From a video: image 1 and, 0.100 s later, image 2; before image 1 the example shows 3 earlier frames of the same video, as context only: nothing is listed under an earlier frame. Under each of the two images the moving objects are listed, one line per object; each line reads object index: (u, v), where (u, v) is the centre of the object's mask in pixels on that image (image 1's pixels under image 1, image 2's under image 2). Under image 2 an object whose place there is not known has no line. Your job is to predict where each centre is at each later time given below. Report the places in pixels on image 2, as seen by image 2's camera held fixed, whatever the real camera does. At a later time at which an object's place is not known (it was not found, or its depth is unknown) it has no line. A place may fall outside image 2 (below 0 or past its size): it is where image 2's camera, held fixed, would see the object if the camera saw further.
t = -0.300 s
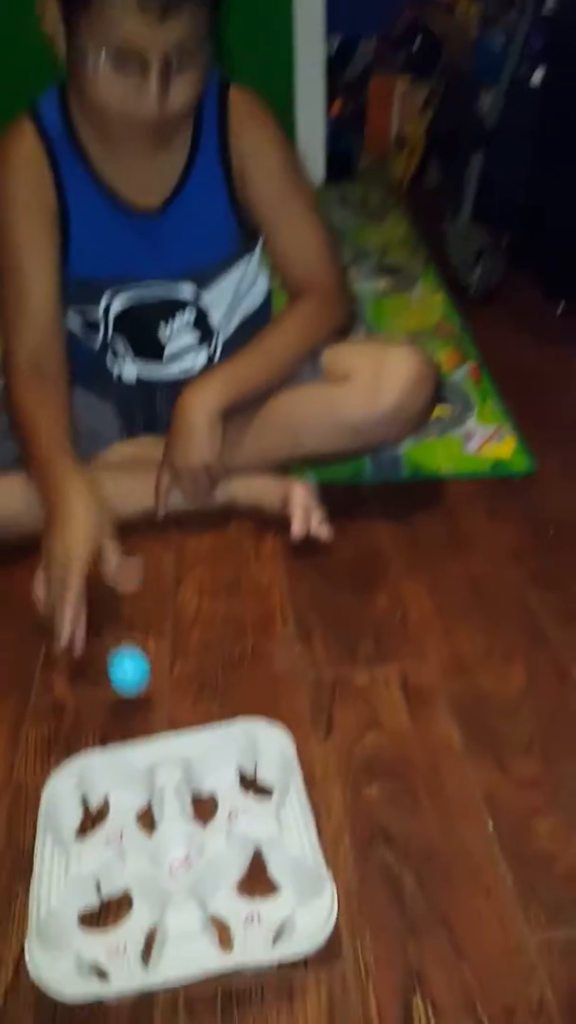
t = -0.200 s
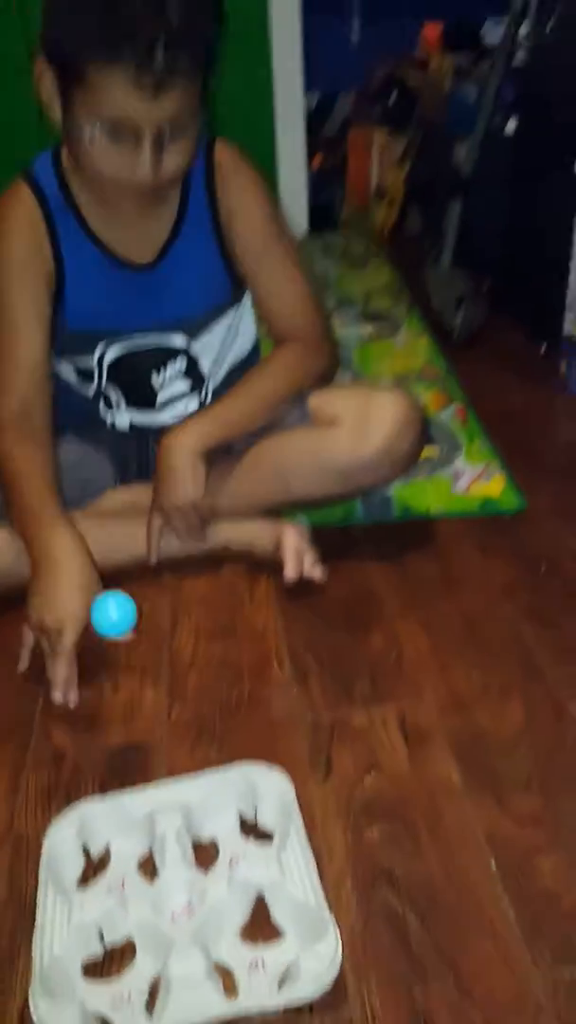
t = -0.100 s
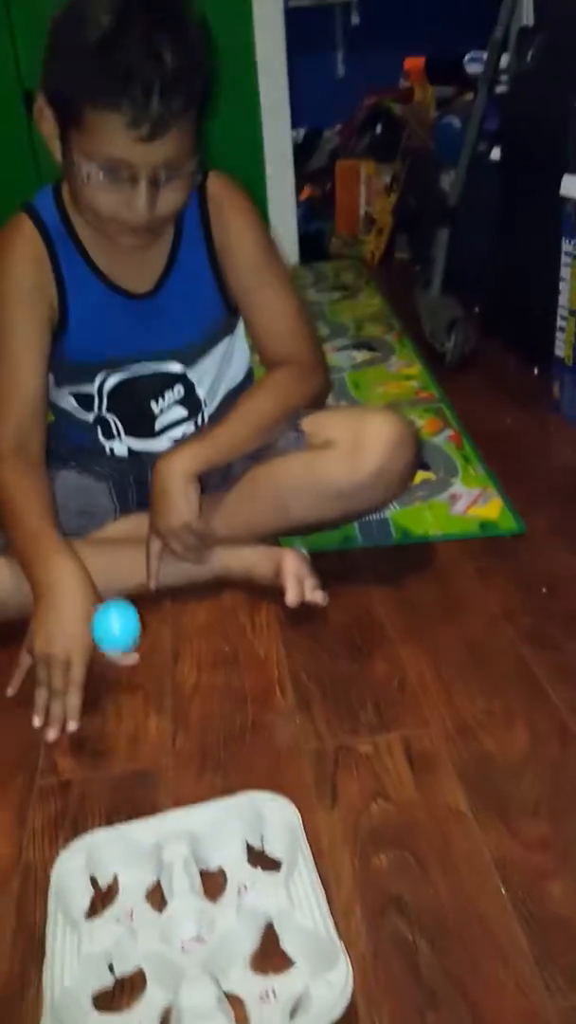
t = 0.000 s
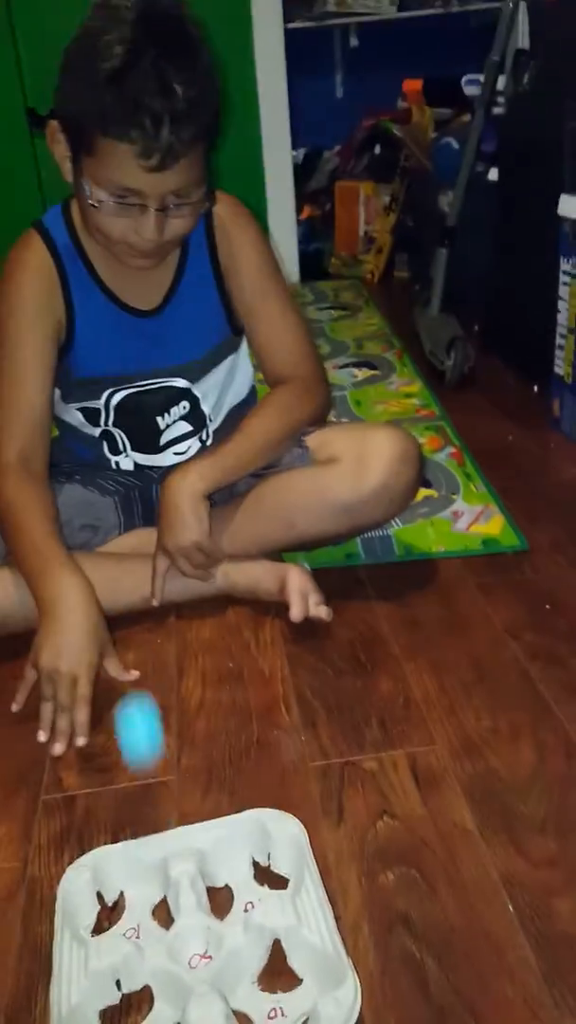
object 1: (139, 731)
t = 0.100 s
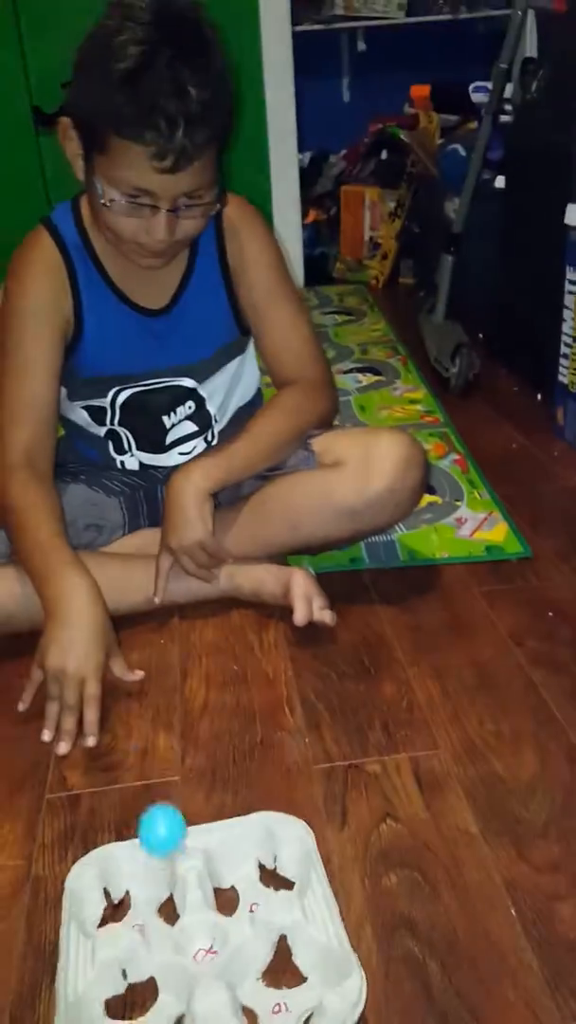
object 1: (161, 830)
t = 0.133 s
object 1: (159, 841)
